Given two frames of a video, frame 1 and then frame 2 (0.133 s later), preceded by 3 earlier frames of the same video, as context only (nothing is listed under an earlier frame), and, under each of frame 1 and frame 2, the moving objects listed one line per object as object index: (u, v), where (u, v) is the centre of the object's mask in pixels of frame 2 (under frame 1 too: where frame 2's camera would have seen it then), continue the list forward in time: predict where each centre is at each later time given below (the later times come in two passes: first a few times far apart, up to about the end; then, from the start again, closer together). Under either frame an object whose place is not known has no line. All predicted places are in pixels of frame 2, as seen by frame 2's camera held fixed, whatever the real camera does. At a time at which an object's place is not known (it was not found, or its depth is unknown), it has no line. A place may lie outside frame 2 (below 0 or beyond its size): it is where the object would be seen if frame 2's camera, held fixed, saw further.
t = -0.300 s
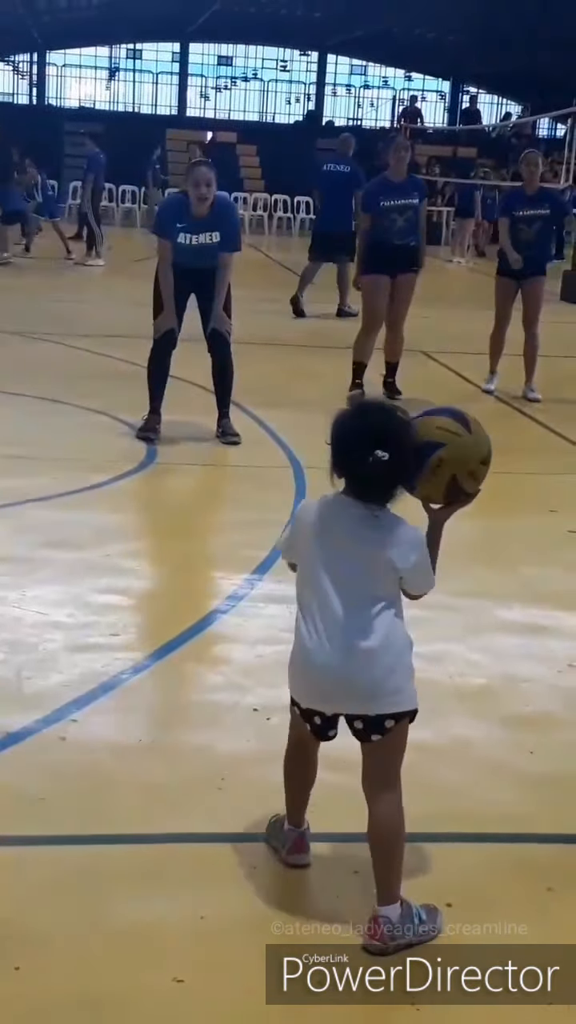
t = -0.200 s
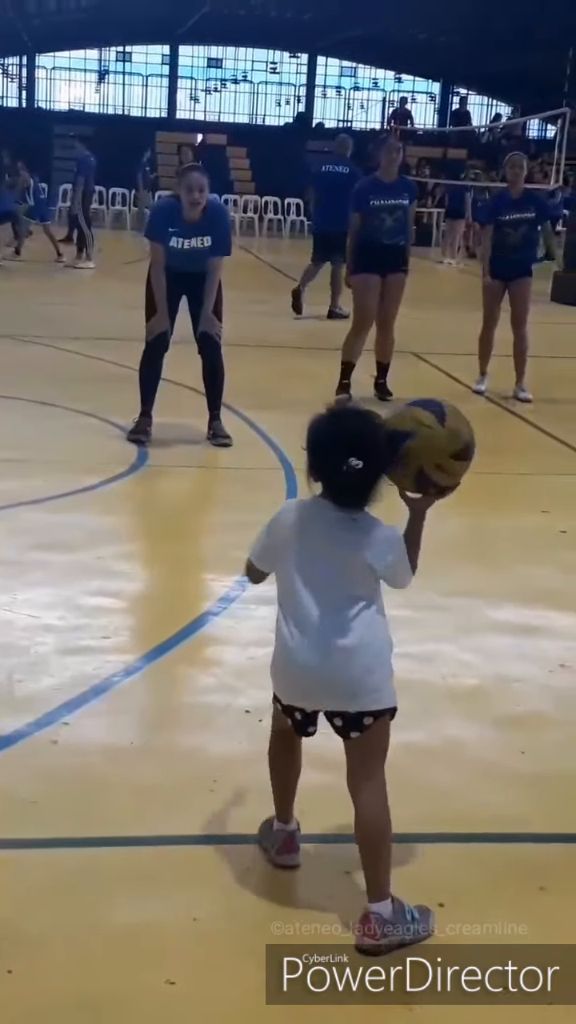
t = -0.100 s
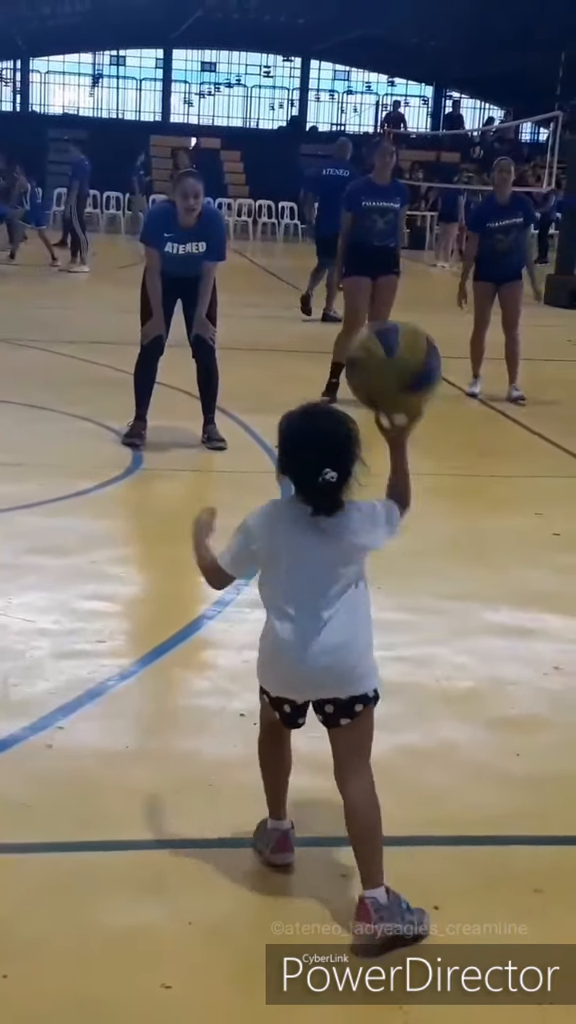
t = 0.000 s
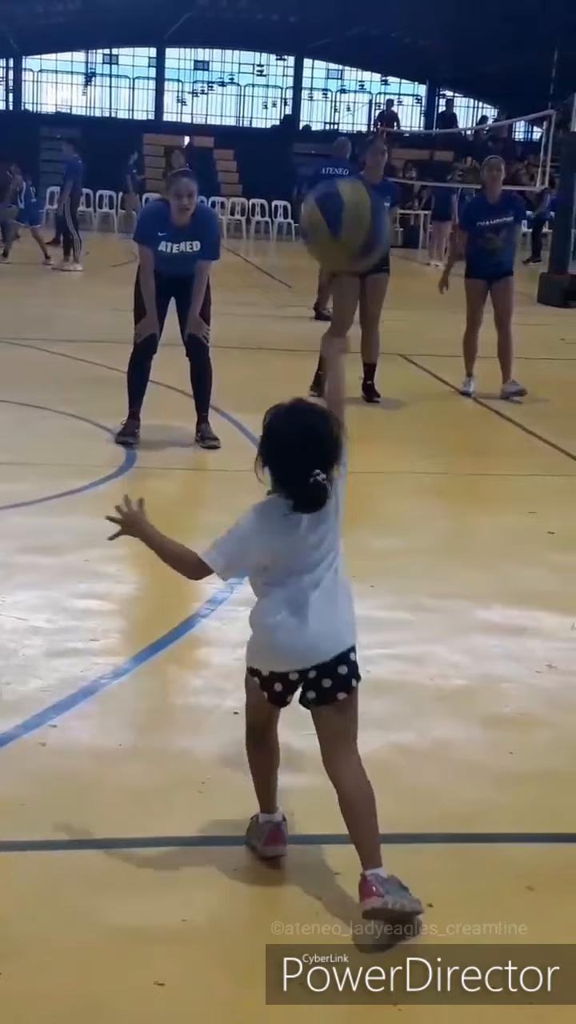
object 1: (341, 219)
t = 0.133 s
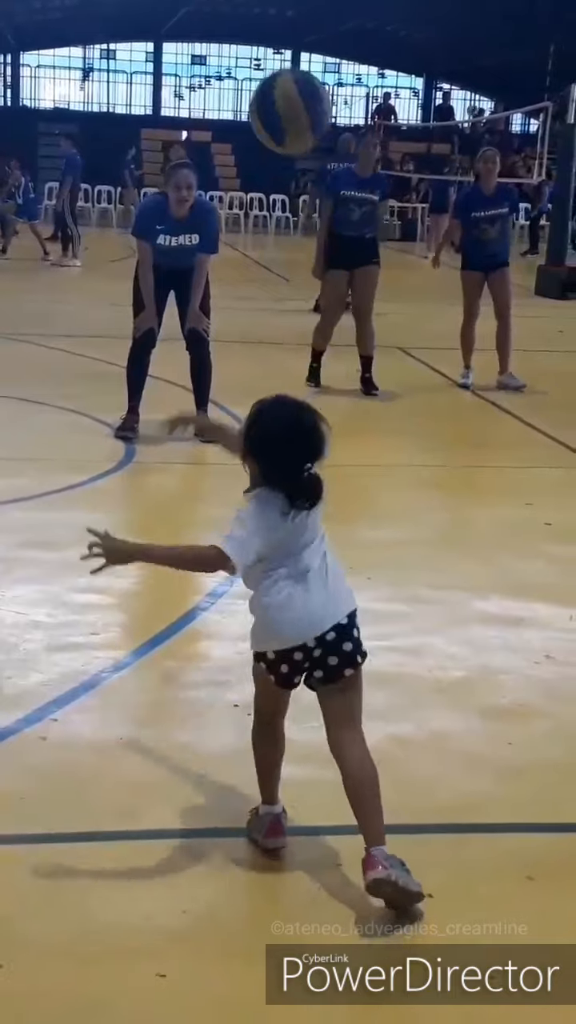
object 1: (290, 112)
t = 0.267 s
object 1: (245, 89)
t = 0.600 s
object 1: (159, 269)
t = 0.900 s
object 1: (109, 443)
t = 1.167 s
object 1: (86, 270)
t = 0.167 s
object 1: (278, 99)
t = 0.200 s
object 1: (267, 90)
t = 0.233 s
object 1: (256, 87)
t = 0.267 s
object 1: (245, 89)
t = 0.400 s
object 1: (208, 129)
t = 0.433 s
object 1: (199, 145)
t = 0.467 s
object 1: (189, 166)
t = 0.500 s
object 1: (182, 189)
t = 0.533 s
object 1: (174, 214)
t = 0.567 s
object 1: (165, 241)
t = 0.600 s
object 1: (159, 269)
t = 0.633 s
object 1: (152, 298)
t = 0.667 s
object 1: (146, 329)
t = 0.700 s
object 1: (139, 361)
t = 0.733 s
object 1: (133, 396)
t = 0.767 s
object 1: (126, 429)
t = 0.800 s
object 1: (120, 464)
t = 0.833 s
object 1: (114, 503)
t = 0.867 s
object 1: (111, 476)
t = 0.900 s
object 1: (109, 443)
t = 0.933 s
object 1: (106, 411)
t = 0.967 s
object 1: (104, 383)
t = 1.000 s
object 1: (100, 358)
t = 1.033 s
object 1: (98, 334)
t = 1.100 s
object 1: (92, 297)
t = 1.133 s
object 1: (89, 281)
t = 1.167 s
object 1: (86, 270)
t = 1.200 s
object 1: (82, 259)
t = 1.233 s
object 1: (79, 252)
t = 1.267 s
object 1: (76, 247)
